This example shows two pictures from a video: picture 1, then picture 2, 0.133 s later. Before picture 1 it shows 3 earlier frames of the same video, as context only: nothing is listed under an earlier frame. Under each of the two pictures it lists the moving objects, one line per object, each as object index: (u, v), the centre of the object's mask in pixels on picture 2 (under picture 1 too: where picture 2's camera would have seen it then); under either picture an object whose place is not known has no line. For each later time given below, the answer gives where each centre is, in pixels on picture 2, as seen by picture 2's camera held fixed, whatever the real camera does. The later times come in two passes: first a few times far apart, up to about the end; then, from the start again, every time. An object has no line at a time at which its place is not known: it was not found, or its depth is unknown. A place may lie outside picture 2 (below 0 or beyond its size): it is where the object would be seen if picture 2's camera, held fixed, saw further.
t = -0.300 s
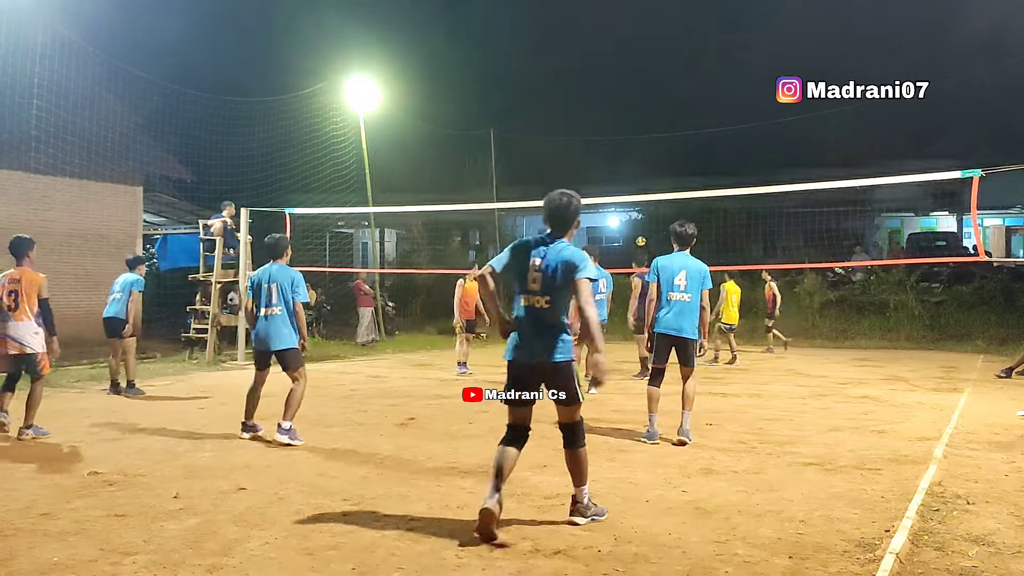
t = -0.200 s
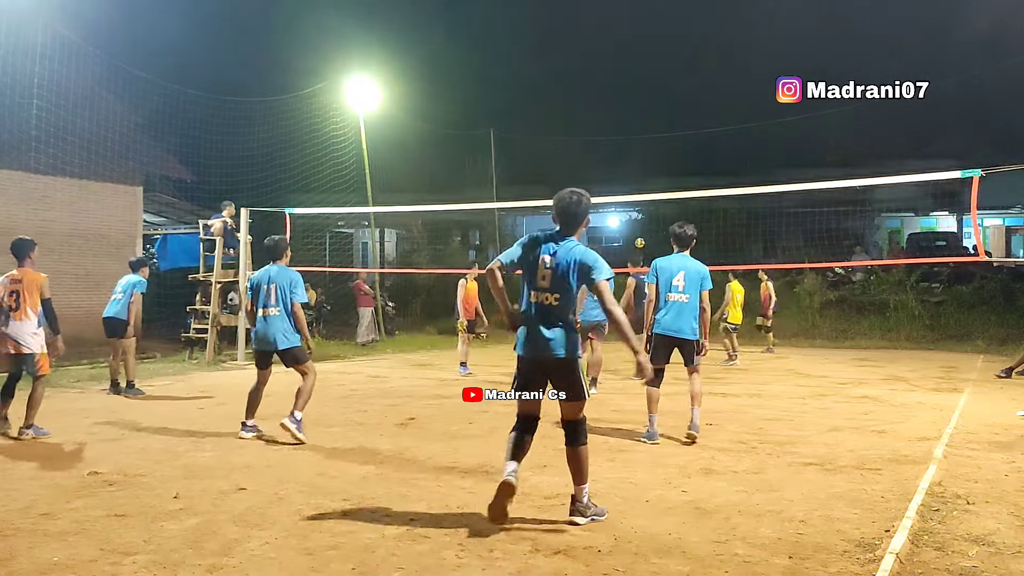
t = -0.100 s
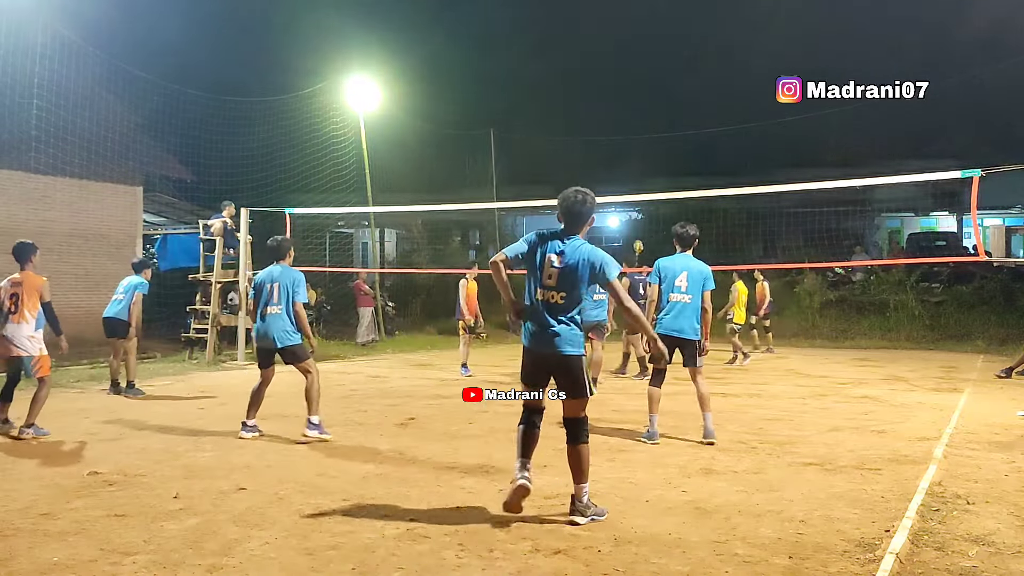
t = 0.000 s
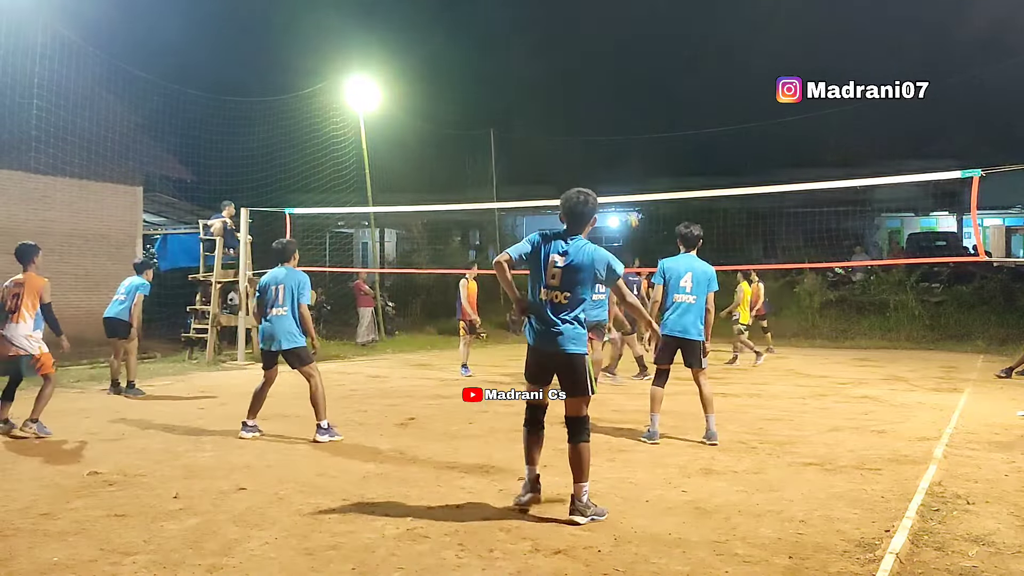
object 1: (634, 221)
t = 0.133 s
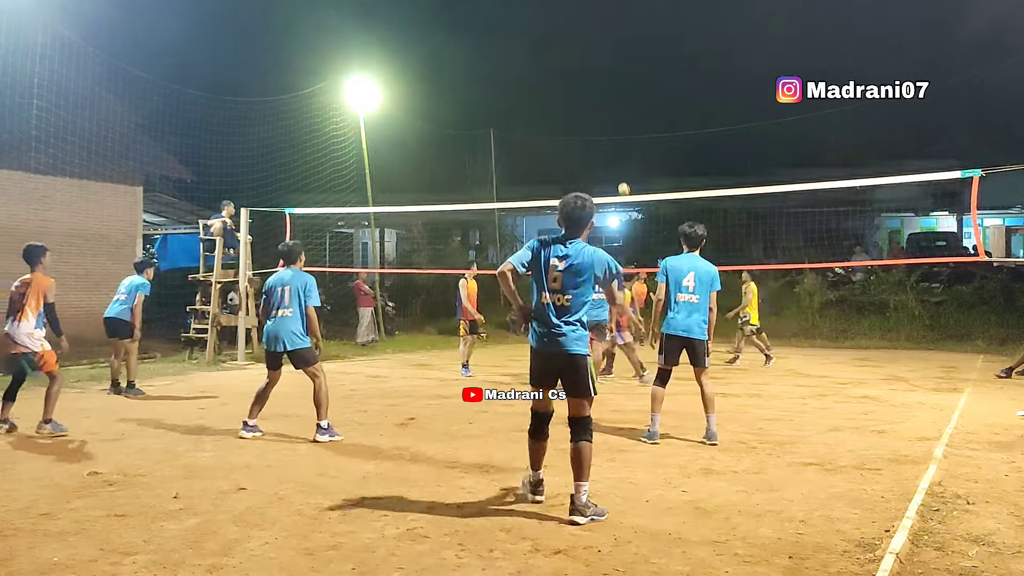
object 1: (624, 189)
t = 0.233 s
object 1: (617, 168)
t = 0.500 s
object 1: (599, 125)
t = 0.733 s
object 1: (581, 110)
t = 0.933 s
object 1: (559, 130)
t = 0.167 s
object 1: (622, 182)
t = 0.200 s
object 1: (620, 175)
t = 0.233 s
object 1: (617, 168)
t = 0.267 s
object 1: (615, 161)
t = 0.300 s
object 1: (612, 155)
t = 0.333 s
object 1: (610, 149)
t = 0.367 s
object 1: (608, 143)
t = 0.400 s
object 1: (606, 138)
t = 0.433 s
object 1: (604, 133)
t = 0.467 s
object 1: (602, 129)
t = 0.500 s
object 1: (599, 125)
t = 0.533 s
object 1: (597, 121)
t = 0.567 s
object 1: (595, 117)
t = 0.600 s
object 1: (592, 115)
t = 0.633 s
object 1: (590, 113)
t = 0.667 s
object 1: (587, 111)
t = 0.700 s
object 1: (584, 110)
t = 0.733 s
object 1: (581, 110)
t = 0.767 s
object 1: (578, 111)
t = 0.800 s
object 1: (575, 112)
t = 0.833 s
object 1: (571, 115)
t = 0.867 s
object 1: (567, 119)
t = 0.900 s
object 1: (563, 124)
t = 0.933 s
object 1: (559, 130)
